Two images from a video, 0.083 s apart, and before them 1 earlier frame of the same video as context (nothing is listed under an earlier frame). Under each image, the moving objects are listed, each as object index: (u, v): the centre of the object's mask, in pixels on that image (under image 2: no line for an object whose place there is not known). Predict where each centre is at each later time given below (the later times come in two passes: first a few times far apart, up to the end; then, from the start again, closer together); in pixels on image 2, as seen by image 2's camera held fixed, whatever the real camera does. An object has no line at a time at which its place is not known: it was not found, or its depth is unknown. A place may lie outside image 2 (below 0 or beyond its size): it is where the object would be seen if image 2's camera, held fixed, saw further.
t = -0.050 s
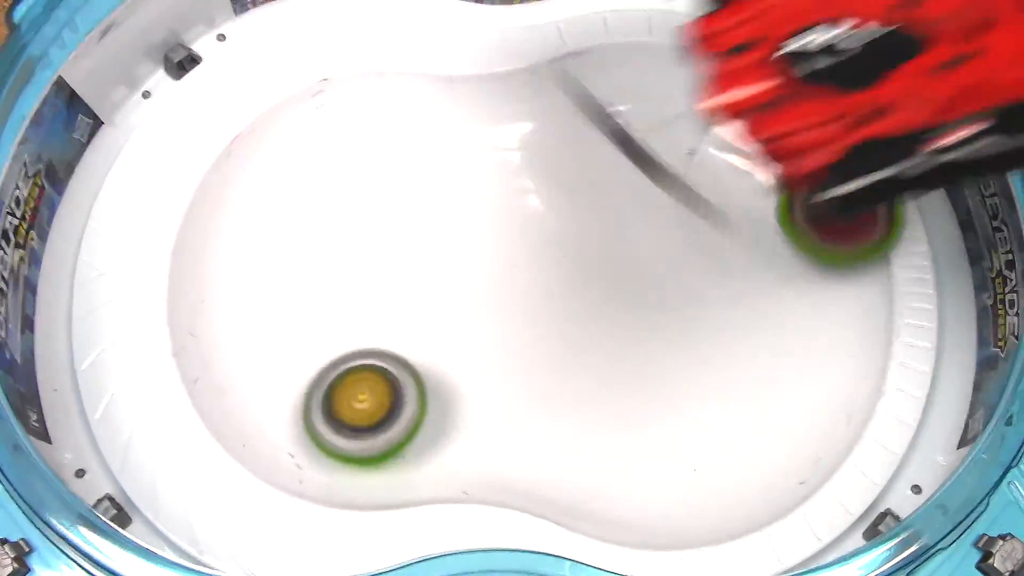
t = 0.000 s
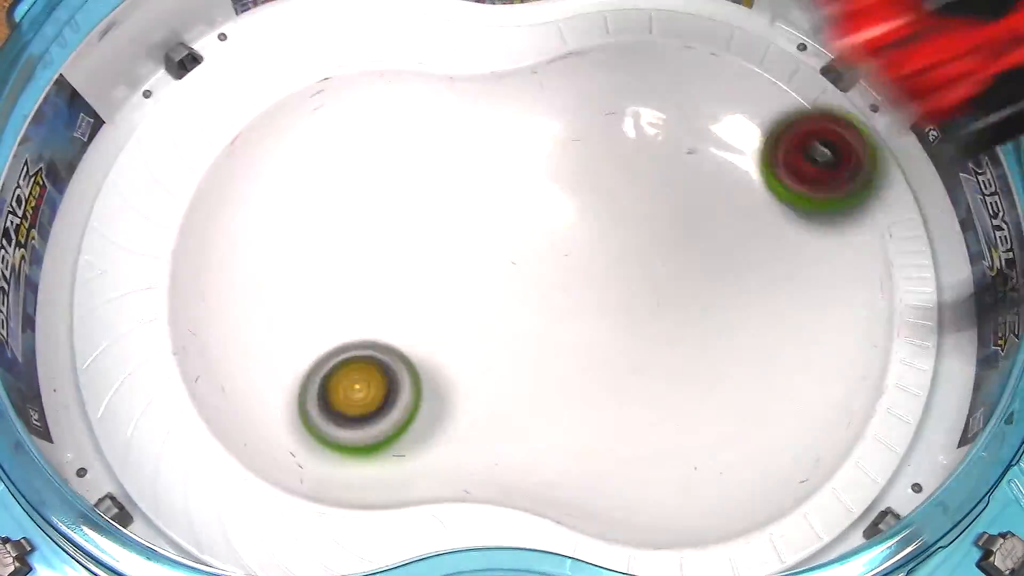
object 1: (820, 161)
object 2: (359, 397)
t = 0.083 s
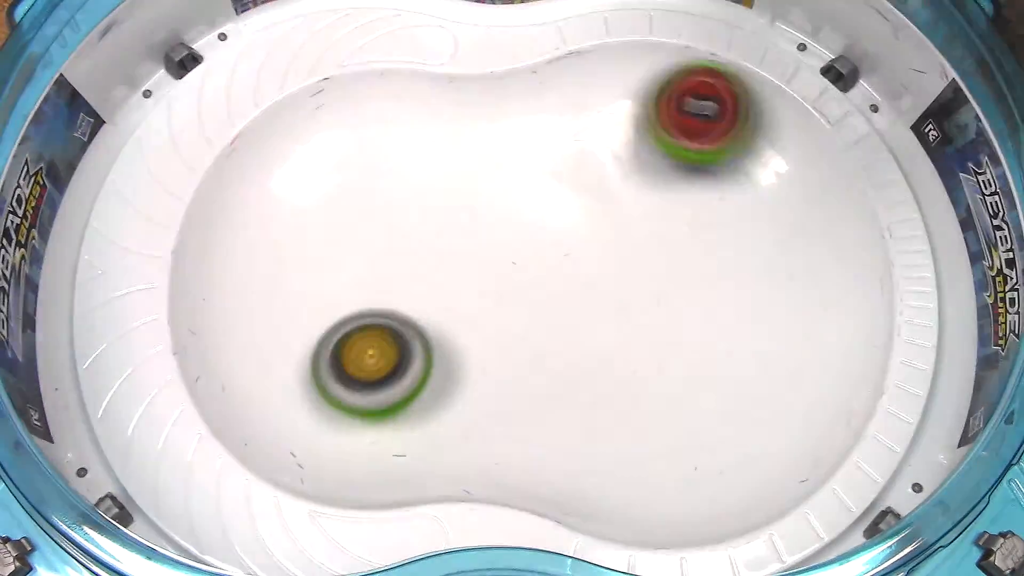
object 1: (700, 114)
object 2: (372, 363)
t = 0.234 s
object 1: (396, 148)
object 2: (390, 304)
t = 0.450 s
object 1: (139, 473)
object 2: (308, 259)
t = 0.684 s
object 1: (420, 524)
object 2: (292, 357)
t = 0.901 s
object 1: (686, 433)
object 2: (474, 303)
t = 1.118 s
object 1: (772, 44)
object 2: (511, 177)
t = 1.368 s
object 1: (533, 125)
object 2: (287, 228)
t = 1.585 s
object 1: (699, 338)
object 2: (190, 465)
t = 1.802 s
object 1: (816, 324)
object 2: (519, 353)
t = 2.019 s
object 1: (821, 176)
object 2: (658, 101)
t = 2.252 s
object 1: (636, 281)
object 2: (482, 141)
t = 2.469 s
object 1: (688, 492)
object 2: (351, 332)
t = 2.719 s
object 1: (755, 246)
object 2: (454, 399)
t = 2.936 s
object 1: (550, 197)
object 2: (654, 287)
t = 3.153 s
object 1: (384, 384)
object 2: (728, 245)
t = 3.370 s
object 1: (478, 373)
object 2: (672, 251)
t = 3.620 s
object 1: (466, 265)
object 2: (695, 319)
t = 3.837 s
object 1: (236, 255)
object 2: (691, 324)
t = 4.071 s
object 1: (362, 372)
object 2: (652, 319)
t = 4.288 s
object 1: (479, 220)
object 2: (659, 331)
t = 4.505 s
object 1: (290, 116)
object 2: (726, 284)
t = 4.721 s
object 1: (358, 400)
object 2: (674, 213)
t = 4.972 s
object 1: (804, 316)
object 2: (580, 259)
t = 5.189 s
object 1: (681, 72)
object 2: (565, 311)
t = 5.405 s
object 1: (252, 263)
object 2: (600, 335)
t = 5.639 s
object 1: (445, 427)
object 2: (665, 314)
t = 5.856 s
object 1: (568, 339)
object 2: (828, 130)
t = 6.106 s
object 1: (461, 277)
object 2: (603, 192)
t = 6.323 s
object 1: (297, 214)
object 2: (544, 372)
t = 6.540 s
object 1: (286, 334)
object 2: (688, 460)
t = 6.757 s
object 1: (488, 282)
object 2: (751, 334)
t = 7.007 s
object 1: (555, 181)
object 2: (702, 208)
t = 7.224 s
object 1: (529, 202)
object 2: (670, 174)
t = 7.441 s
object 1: (554, 339)
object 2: (663, 217)
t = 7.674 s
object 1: (715, 446)
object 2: (683, 295)
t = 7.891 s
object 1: (797, 338)
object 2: (659, 279)
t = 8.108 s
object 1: (702, 280)
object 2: (572, 242)
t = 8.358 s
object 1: (645, 330)
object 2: (394, 148)
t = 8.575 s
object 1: (627, 348)
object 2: (281, 175)
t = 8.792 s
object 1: (626, 297)
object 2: (330, 303)
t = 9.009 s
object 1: (619, 226)
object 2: (463, 389)
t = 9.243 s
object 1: (607, 210)
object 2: (649, 390)
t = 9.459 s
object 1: (659, 243)
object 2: (752, 344)
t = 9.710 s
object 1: (666, 173)
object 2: (748, 346)
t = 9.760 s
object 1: (660, 175)
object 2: (724, 342)
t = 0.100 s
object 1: (668, 109)
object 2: (376, 356)
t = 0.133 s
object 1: (601, 101)
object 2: (383, 342)
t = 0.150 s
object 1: (569, 104)
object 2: (385, 335)
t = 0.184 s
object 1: (500, 114)
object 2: (389, 322)
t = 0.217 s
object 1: (431, 134)
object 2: (391, 310)
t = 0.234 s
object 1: (396, 148)
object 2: (390, 304)
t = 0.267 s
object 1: (316, 179)
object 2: (386, 294)
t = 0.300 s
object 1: (236, 217)
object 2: (378, 285)
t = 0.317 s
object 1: (207, 238)
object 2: (374, 281)
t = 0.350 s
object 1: (162, 293)
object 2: (360, 273)
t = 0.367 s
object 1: (148, 320)
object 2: (352, 269)
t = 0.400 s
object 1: (125, 391)
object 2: (334, 263)
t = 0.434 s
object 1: (119, 459)
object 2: (316, 260)
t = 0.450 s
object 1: (139, 473)
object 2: (308, 259)
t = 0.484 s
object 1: (181, 494)
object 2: (292, 261)
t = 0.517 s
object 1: (223, 510)
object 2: (277, 268)
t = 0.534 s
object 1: (242, 516)
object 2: (271, 274)
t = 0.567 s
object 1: (284, 522)
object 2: (265, 287)
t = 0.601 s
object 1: (323, 527)
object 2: (264, 305)
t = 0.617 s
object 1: (344, 528)
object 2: (266, 315)
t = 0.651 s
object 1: (380, 527)
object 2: (276, 338)
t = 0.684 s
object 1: (420, 524)
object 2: (292, 357)
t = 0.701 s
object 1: (441, 519)
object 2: (304, 365)
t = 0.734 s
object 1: (484, 506)
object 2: (330, 374)
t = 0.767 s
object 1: (525, 499)
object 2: (362, 374)
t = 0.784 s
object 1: (544, 497)
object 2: (381, 368)
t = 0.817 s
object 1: (582, 492)
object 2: (413, 354)
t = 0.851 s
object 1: (620, 479)
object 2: (439, 336)
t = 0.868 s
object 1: (639, 470)
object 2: (451, 326)
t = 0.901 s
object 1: (686, 433)
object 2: (474, 303)
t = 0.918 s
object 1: (709, 412)
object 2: (484, 293)
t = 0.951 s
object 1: (756, 359)
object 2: (499, 272)
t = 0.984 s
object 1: (799, 296)
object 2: (509, 250)
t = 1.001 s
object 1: (814, 264)
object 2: (513, 239)
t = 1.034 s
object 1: (834, 191)
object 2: (518, 218)
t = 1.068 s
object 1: (819, 124)
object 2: (517, 199)
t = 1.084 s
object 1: (809, 93)
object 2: (516, 191)
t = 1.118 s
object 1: (772, 44)
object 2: (511, 177)
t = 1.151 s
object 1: (733, 23)
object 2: (503, 167)
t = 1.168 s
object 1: (713, 16)
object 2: (498, 165)
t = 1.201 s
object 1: (664, 21)
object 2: (484, 163)
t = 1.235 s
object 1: (619, 27)
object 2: (469, 164)
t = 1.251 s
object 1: (596, 31)
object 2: (460, 165)
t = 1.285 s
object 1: (549, 46)
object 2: (440, 169)
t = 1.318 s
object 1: (502, 91)
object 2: (420, 173)
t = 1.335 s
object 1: (502, 105)
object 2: (384, 184)
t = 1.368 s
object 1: (533, 125)
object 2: (287, 228)
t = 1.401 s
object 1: (563, 154)
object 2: (208, 264)
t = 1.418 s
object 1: (577, 170)
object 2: (183, 283)
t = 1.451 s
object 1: (603, 206)
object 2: (138, 330)
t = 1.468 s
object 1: (616, 227)
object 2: (118, 362)
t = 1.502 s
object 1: (637, 266)
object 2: (91, 429)
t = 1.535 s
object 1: (661, 298)
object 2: (127, 447)
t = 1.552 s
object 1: (673, 312)
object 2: (149, 454)
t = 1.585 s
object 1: (699, 338)
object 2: (190, 465)
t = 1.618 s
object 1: (728, 357)
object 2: (232, 470)
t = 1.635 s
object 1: (742, 364)
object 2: (252, 470)
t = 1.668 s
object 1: (770, 370)
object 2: (298, 470)
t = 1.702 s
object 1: (793, 368)
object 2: (354, 458)
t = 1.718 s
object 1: (801, 366)
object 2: (386, 451)
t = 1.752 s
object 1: (813, 353)
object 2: (441, 421)
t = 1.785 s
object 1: (817, 335)
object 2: (490, 378)
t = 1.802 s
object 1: (816, 324)
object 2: (519, 353)
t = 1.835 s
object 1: (807, 299)
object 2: (571, 310)
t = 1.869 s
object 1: (790, 269)
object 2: (618, 270)
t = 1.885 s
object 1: (780, 252)
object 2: (647, 252)
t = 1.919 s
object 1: (791, 225)
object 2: (665, 209)
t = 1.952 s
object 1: (818, 208)
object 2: (664, 165)
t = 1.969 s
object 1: (824, 199)
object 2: (664, 146)
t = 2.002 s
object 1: (826, 183)
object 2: (662, 115)
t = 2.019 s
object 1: (821, 176)
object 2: (658, 101)
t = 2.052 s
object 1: (801, 167)
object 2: (648, 84)
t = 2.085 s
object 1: (768, 160)
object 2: (635, 76)
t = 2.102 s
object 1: (748, 158)
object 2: (627, 77)
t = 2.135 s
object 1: (706, 158)
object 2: (609, 86)
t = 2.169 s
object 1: (681, 185)
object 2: (573, 89)
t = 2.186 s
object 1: (670, 202)
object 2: (553, 96)
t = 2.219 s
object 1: (651, 240)
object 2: (517, 116)
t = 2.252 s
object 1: (636, 281)
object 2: (482, 141)
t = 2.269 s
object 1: (631, 303)
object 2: (466, 155)
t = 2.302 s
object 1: (623, 348)
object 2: (436, 186)
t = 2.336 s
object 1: (622, 394)
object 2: (411, 215)
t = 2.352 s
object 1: (624, 416)
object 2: (400, 230)
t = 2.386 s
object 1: (635, 457)
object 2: (379, 262)
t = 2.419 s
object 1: (654, 485)
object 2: (364, 291)
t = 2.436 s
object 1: (666, 491)
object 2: (358, 305)
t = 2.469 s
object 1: (688, 492)
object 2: (351, 332)
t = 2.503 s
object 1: (706, 484)
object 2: (351, 354)
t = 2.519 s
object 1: (714, 472)
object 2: (352, 365)
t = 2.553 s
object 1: (728, 436)
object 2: (359, 384)
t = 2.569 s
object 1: (735, 416)
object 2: (363, 393)
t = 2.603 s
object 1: (747, 374)
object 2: (378, 404)
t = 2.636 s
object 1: (756, 332)
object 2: (395, 410)
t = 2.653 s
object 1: (759, 313)
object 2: (406, 410)
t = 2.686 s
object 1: (762, 277)
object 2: (429, 407)
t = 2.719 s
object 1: (755, 246)
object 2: (454, 399)
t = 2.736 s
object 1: (748, 232)
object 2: (467, 393)
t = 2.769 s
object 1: (725, 207)
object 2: (497, 376)
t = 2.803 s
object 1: (695, 189)
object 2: (525, 359)
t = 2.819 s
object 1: (678, 184)
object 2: (543, 348)
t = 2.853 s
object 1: (641, 178)
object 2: (573, 328)
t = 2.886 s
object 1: (604, 179)
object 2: (608, 309)
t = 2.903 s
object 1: (587, 183)
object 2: (623, 301)
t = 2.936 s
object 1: (550, 197)
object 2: (654, 287)
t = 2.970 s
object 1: (511, 219)
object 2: (683, 275)
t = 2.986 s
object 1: (492, 234)
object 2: (695, 271)
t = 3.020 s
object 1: (457, 265)
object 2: (716, 265)
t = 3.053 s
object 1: (427, 297)
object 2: (726, 260)
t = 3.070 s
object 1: (415, 313)
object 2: (728, 259)
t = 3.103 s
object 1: (397, 345)
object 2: (730, 253)
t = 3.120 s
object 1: (391, 359)
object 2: (730, 250)
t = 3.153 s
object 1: (384, 384)
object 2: (728, 245)
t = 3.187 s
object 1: (384, 402)
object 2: (723, 242)
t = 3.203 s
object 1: (386, 409)
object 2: (720, 241)
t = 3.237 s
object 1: (395, 415)
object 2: (712, 237)
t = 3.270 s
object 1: (408, 414)
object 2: (703, 238)
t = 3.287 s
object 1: (417, 411)
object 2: (699, 239)
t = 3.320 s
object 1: (439, 399)
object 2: (688, 242)
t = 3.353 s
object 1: (464, 382)
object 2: (678, 248)
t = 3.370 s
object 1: (478, 373)
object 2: (672, 251)
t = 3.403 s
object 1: (505, 353)
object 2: (661, 260)
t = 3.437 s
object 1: (531, 335)
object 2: (653, 270)
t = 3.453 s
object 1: (544, 326)
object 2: (648, 277)
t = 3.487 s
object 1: (537, 309)
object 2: (661, 287)
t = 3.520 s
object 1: (524, 296)
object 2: (678, 297)
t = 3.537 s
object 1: (517, 290)
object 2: (683, 302)
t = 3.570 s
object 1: (500, 278)
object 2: (690, 311)
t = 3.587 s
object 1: (490, 273)
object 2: (691, 313)
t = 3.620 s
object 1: (466, 265)
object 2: (695, 319)
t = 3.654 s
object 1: (440, 258)
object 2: (696, 321)
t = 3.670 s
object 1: (425, 255)
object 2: (697, 323)
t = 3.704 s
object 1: (391, 251)
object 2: (698, 324)
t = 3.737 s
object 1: (353, 247)
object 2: (698, 324)
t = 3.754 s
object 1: (334, 246)
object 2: (697, 324)
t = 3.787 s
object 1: (292, 246)
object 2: (696, 324)
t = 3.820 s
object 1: (253, 251)
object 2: (693, 324)
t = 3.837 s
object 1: (236, 255)
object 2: (691, 324)
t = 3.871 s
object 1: (214, 267)
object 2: (688, 323)
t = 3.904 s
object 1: (207, 284)
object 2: (683, 324)
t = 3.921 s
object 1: (211, 295)
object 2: (680, 324)
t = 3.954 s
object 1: (231, 318)
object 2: (675, 324)
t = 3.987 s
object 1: (265, 341)
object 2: (668, 322)
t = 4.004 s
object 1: (284, 352)
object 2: (665, 321)
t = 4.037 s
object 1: (323, 368)
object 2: (658, 320)
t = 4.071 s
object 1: (362, 372)
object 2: (652, 319)
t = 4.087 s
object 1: (381, 370)
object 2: (649, 319)
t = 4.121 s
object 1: (418, 358)
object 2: (642, 318)
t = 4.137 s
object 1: (436, 347)
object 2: (639, 318)
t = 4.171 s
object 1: (466, 327)
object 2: (632, 318)
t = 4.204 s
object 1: (491, 302)
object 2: (625, 317)
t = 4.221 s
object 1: (501, 288)
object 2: (623, 317)
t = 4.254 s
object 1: (494, 256)
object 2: (641, 326)
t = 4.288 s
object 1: (479, 220)
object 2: (659, 331)
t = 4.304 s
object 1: (470, 205)
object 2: (669, 333)
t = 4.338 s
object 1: (449, 174)
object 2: (682, 331)
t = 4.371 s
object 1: (424, 147)
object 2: (696, 327)
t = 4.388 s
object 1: (410, 135)
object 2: (701, 324)
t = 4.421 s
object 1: (377, 115)
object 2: (712, 314)
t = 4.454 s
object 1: (342, 103)
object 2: (720, 303)
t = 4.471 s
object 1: (322, 102)
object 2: (723, 296)
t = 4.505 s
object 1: (290, 116)
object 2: (726, 284)
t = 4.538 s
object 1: (267, 147)
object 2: (726, 270)
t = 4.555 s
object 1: (260, 171)
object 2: (725, 263)
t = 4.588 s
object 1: (250, 221)
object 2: (719, 249)
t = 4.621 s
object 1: (254, 277)
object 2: (712, 235)
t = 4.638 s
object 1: (264, 306)
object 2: (706, 231)
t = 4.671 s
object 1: (292, 350)
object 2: (695, 221)
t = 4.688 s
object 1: (311, 370)
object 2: (688, 218)
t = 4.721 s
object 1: (358, 400)
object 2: (674, 213)
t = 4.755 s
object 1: (413, 414)
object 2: (660, 212)
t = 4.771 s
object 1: (441, 417)
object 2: (652, 211)
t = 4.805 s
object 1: (501, 414)
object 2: (637, 215)
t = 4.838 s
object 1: (567, 407)
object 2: (622, 222)
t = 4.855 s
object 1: (601, 403)
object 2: (616, 227)
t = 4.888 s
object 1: (668, 393)
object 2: (603, 236)
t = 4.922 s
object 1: (727, 371)
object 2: (593, 246)
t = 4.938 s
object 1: (757, 354)
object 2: (588, 251)
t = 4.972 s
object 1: (804, 316)
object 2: (580, 259)
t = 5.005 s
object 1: (842, 263)
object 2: (575, 269)
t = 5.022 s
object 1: (851, 240)
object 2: (573, 273)
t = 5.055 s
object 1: (848, 186)
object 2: (569, 283)
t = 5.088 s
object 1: (831, 141)
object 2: (566, 290)
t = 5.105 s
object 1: (816, 120)
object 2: (566, 294)
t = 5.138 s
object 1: (771, 90)
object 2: (565, 301)
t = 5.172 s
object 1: (716, 72)
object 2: (565, 307)
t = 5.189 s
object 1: (681, 72)
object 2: (565, 311)
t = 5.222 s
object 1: (610, 80)
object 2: (567, 317)
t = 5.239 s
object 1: (574, 90)
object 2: (568, 320)
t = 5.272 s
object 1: (499, 119)
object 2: (573, 324)
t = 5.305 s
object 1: (429, 155)
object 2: (579, 328)
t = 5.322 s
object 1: (395, 173)
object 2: (582, 329)
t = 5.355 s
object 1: (332, 207)
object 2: (588, 332)
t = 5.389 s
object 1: (277, 244)
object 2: (596, 335)
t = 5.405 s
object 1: (252, 263)
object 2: (600, 335)
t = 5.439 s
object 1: (217, 307)
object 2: (610, 337)
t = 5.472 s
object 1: (209, 348)
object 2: (619, 338)
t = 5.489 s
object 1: (212, 371)
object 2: (625, 337)
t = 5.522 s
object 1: (237, 412)
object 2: (634, 336)
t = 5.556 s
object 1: (283, 440)
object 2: (644, 333)
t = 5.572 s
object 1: (313, 448)
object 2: (649, 330)
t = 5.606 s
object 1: (377, 449)
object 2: (657, 324)
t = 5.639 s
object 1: (445, 427)
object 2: (665, 314)
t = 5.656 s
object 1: (475, 417)
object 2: (668, 310)
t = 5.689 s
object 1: (543, 386)
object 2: (673, 298)
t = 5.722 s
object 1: (594, 357)
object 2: (677, 285)
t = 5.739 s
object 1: (594, 354)
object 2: (710, 264)
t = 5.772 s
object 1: (583, 353)
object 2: (772, 223)
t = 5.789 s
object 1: (578, 351)
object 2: (797, 202)
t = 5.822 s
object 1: (573, 347)
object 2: (825, 163)
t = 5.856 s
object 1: (568, 339)
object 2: (828, 130)
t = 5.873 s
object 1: (567, 336)
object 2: (827, 118)
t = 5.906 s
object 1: (560, 329)
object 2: (821, 104)
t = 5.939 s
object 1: (552, 323)
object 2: (797, 100)
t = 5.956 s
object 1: (547, 318)
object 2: (782, 101)
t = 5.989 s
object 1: (535, 310)
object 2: (742, 115)
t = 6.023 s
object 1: (516, 302)
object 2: (697, 135)
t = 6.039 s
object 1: (506, 297)
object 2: (675, 145)
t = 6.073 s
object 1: (484, 288)
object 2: (639, 166)
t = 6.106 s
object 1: (461, 277)
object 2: (603, 192)
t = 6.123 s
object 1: (449, 272)
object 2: (592, 206)
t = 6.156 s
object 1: (425, 261)
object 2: (569, 234)
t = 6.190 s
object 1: (401, 249)
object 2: (551, 266)
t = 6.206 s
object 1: (388, 242)
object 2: (545, 280)
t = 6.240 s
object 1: (362, 229)
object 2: (538, 308)
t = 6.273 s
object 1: (335, 219)
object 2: (536, 336)
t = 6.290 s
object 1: (323, 217)
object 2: (536, 350)
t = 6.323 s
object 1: (297, 214)
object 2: (544, 372)
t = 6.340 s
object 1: (285, 215)
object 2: (552, 382)
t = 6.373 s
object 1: (264, 222)
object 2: (568, 402)
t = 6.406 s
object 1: (249, 238)
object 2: (586, 421)
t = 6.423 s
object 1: (245, 249)
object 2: (594, 429)
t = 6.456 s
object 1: (243, 275)
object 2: (617, 445)
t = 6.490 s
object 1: (253, 303)
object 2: (644, 455)
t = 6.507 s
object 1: (261, 314)
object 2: (659, 458)
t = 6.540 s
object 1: (286, 334)
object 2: (688, 460)
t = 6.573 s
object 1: (318, 343)
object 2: (713, 454)
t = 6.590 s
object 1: (336, 346)
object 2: (721, 449)
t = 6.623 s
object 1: (370, 341)
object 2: (739, 433)
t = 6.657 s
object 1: (402, 329)
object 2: (752, 411)
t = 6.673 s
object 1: (418, 319)
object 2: (757, 400)
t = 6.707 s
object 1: (447, 304)
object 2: (759, 374)
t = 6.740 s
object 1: (475, 288)
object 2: (756, 347)
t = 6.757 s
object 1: (488, 282)
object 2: (751, 334)
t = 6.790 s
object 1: (512, 266)
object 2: (739, 309)
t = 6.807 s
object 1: (523, 258)
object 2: (733, 296)
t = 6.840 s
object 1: (546, 244)
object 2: (717, 272)
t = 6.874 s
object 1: (564, 232)
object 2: (700, 250)
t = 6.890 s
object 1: (571, 227)
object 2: (693, 241)
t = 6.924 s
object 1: (567, 208)
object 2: (700, 228)
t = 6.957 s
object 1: (563, 194)
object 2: (703, 219)
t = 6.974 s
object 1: (561, 189)
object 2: (704, 215)
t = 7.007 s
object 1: (555, 181)
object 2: (702, 208)
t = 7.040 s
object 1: (550, 176)
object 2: (699, 200)
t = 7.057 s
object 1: (547, 174)
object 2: (697, 195)
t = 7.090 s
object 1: (542, 174)
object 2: (694, 186)
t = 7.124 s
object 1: (538, 177)
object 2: (690, 179)
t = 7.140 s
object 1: (537, 181)
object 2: (688, 176)
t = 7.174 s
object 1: (533, 188)
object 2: (682, 173)
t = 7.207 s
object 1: (529, 197)
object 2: (674, 173)
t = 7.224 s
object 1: (529, 202)
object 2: (670, 174)
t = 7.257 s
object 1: (531, 215)
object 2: (662, 177)
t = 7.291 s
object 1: (539, 230)
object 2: (655, 182)
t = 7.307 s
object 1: (544, 238)
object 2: (650, 186)
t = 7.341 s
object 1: (559, 255)
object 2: (644, 193)
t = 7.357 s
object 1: (560, 266)
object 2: (643, 197)
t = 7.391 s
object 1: (553, 295)
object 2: (654, 203)
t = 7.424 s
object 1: (553, 325)
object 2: (661, 211)
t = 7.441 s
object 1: (554, 339)
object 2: (663, 217)
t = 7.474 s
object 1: (563, 363)
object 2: (667, 227)
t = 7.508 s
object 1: (578, 383)
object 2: (669, 235)
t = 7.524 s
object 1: (588, 395)
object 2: (671, 242)
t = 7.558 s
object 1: (609, 416)
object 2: (673, 253)
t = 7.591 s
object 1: (637, 435)
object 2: (677, 264)
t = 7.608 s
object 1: (650, 440)
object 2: (678, 271)
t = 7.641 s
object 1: (684, 449)
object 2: (681, 284)
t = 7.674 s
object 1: (715, 446)
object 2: (683, 295)
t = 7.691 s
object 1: (732, 439)
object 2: (683, 302)
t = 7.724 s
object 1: (755, 420)
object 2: (684, 312)
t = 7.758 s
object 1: (775, 401)
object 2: (685, 318)
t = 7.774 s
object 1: (786, 396)
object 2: (680, 312)
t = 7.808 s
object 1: (801, 386)
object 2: (674, 297)
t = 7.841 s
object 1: (806, 370)
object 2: (667, 287)
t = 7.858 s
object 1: (804, 360)
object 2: (665, 284)
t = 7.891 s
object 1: (797, 338)
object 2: (659, 279)
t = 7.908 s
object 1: (791, 326)
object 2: (656, 279)
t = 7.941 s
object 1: (777, 306)
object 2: (650, 276)
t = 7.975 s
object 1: (764, 294)
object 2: (637, 271)
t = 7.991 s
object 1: (759, 288)
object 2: (627, 267)
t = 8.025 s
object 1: (742, 282)
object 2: (615, 262)
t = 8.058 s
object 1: (725, 278)
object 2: (599, 255)
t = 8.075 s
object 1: (714, 275)
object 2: (593, 252)
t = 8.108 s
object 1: (702, 280)
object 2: (572, 242)
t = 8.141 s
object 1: (697, 287)
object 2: (543, 227)
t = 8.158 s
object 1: (691, 290)
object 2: (533, 221)
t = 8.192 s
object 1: (684, 296)
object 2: (507, 206)
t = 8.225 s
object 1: (676, 305)
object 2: (482, 194)
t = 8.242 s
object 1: (670, 308)
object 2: (472, 186)
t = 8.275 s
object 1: (663, 315)
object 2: (447, 175)
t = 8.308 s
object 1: (656, 321)
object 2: (427, 163)
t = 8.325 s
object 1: (651, 325)
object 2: (413, 158)
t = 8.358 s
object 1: (645, 330)
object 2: (394, 148)
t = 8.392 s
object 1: (637, 335)
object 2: (370, 139)
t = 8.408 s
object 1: (636, 338)
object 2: (360, 137)
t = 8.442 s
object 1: (631, 342)
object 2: (340, 133)
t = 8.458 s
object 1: (630, 345)
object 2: (330, 135)
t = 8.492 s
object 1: (628, 347)
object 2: (310, 140)
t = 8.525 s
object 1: (626, 349)
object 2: (295, 151)
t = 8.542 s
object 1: (627, 349)
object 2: (290, 157)
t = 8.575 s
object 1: (627, 348)
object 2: (281, 175)
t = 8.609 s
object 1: (629, 345)
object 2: (277, 195)
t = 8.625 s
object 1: (629, 342)
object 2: (277, 206)
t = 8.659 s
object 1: (630, 336)
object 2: (282, 227)
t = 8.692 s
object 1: (631, 328)
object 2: (288, 248)
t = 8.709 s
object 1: (630, 324)
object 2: (294, 258)
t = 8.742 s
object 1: (630, 314)
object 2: (306, 276)
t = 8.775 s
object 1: (627, 302)
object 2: (321, 295)
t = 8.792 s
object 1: (626, 297)
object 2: (330, 303)
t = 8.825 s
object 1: (624, 286)
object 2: (347, 320)
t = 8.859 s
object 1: (623, 275)
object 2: (365, 333)
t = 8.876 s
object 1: (624, 270)
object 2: (374, 341)
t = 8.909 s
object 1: (622, 258)
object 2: (394, 355)
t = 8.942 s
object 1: (621, 247)
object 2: (414, 367)
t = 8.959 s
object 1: (621, 241)
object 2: (426, 374)
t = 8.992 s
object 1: (620, 232)
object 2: (448, 384)
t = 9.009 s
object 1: (619, 226)
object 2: (463, 389)
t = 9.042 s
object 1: (617, 219)
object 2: (488, 394)
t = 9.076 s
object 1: (615, 212)
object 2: (515, 398)
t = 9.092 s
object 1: (612, 210)
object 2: (529, 398)
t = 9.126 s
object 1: (611, 206)
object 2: (556, 398)
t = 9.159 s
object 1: (608, 204)
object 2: (585, 397)
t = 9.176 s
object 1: (608, 205)
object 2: (596, 397)
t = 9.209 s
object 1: (607, 206)
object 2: (624, 393)
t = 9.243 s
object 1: (607, 210)
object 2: (649, 390)
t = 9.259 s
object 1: (610, 212)
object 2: (662, 388)
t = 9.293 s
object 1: (612, 218)
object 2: (682, 383)
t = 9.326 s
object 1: (618, 226)
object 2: (698, 377)
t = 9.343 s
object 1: (621, 228)
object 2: (705, 371)
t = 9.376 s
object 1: (631, 237)
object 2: (720, 361)
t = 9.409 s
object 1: (643, 243)
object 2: (733, 348)
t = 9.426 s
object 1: (648, 247)
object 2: (739, 342)
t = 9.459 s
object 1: (659, 243)
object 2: (752, 344)
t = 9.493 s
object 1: (664, 224)
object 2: (765, 354)
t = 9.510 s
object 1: (668, 218)
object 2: (770, 359)
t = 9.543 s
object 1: (670, 206)
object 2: (774, 361)
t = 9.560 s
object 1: (672, 200)
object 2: (776, 361)
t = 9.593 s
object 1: (672, 192)
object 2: (777, 360)
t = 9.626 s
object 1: (673, 184)
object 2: (770, 356)
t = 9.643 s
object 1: (672, 181)
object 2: (770, 353)
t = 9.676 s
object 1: (670, 174)
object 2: (758, 350)
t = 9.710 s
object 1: (666, 173)
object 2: (748, 346)
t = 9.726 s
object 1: (665, 172)
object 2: (740, 345)
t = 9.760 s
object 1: (660, 175)
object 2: (724, 342)
